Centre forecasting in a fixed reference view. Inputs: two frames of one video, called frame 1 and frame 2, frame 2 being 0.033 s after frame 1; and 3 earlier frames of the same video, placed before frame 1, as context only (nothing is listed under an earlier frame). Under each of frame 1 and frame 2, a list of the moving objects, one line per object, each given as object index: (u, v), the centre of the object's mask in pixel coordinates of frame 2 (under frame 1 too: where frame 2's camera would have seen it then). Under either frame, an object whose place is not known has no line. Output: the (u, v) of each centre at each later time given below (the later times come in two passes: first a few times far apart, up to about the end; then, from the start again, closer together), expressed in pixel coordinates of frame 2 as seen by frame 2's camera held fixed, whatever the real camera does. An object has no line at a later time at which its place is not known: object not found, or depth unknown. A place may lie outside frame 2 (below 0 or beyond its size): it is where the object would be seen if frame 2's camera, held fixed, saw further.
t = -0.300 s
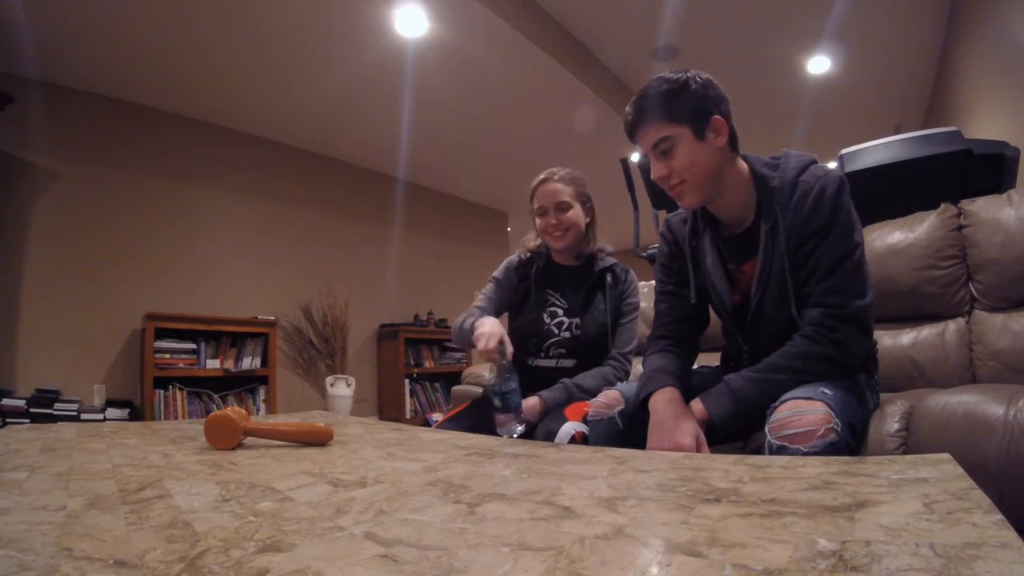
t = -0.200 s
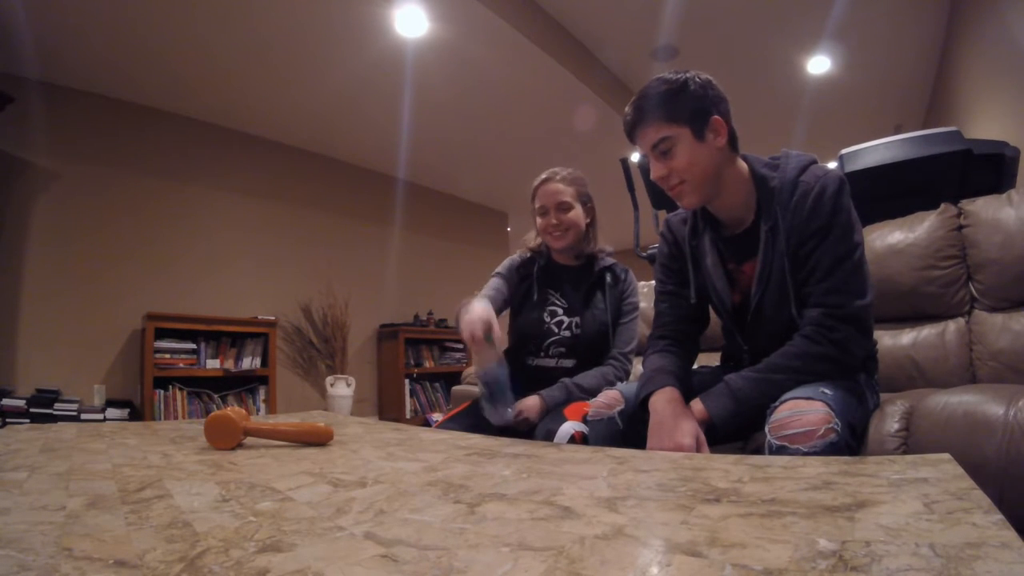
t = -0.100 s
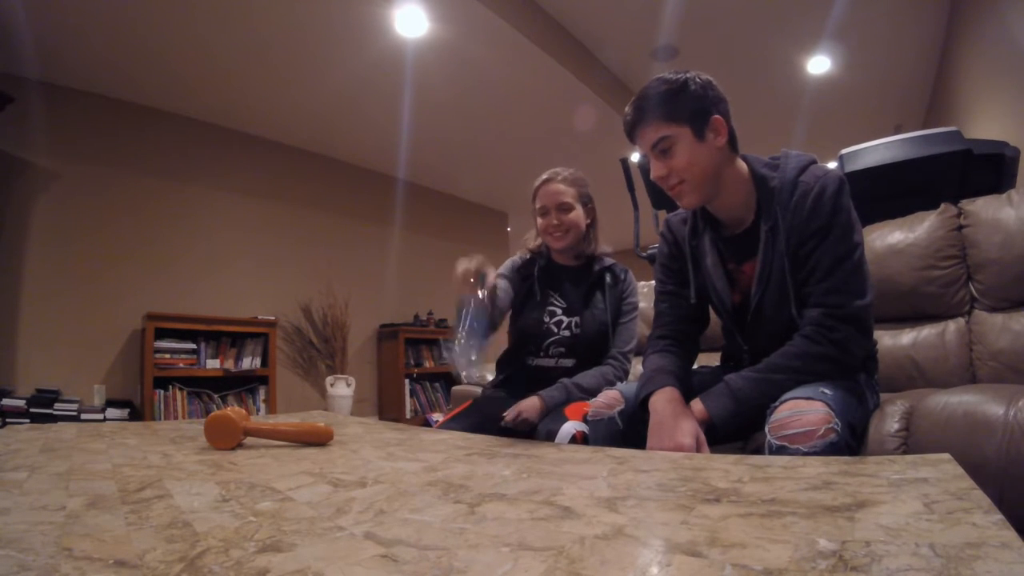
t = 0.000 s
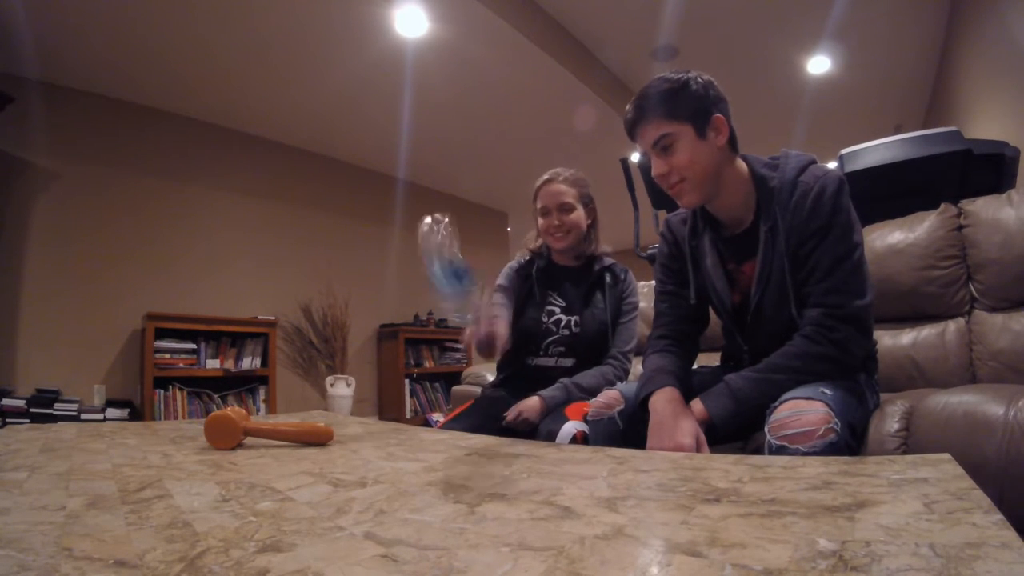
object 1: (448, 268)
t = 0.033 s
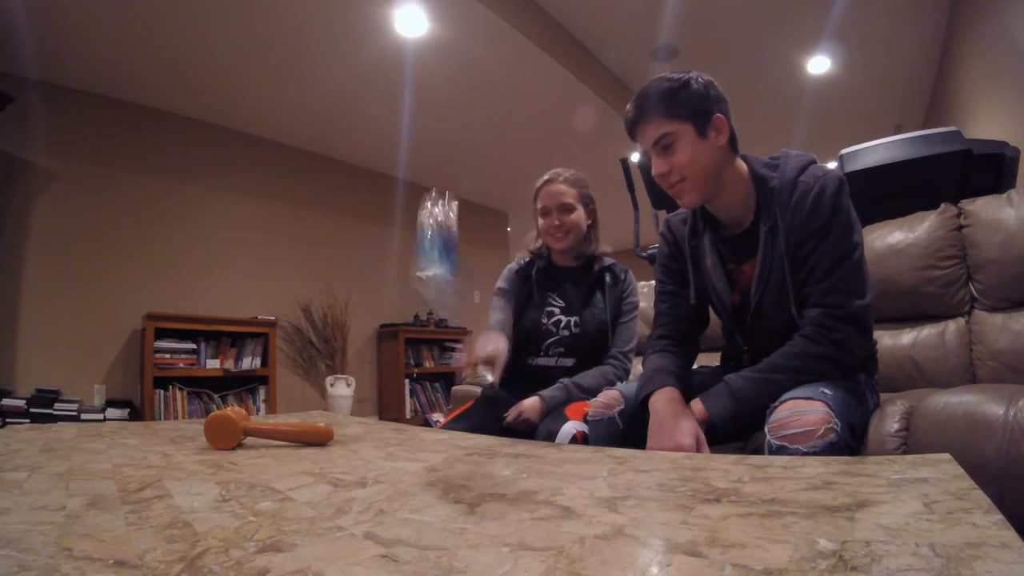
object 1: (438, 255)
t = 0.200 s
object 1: (391, 223)
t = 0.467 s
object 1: (322, 397)
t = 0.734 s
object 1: (318, 398)
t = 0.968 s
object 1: (319, 398)
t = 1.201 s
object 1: (319, 398)
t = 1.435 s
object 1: (319, 398)
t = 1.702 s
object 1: (319, 398)
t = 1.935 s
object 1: (319, 398)
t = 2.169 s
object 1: (319, 398)
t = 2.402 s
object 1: (319, 398)
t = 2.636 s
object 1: (319, 398)
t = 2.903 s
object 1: (319, 398)
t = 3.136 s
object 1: (319, 398)
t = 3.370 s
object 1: (319, 398)
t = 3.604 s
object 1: (319, 398)
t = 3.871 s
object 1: (319, 398)
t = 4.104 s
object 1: (319, 398)
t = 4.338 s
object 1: (319, 398)
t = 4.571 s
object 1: (319, 398)
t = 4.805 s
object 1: (319, 398)
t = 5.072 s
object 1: (319, 398)
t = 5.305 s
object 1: (319, 398)
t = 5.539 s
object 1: (319, 398)
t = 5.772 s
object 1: (319, 398)
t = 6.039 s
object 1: (319, 398)
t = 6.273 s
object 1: (319, 398)
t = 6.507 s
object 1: (319, 398)
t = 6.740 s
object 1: (319, 398)
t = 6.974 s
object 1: (319, 398)
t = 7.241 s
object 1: (319, 398)
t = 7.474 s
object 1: (319, 398)
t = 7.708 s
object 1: (319, 398)
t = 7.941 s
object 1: (319, 398)
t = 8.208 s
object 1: (319, 398)
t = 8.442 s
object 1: (319, 398)
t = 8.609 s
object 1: (319, 398)
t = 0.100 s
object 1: (414, 219)
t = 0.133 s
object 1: (406, 210)
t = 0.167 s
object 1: (399, 212)
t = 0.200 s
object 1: (391, 223)
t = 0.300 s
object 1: (361, 320)
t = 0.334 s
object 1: (347, 380)
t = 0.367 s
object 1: (337, 396)
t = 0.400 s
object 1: (332, 398)
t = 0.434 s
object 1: (326, 396)
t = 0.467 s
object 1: (322, 397)
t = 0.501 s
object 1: (319, 396)
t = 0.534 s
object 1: (316, 396)
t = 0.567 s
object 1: (315, 397)
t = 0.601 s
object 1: (318, 398)
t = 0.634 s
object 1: (318, 398)
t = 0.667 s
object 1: (318, 398)
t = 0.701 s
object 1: (319, 398)
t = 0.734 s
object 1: (318, 398)
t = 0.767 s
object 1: (318, 398)
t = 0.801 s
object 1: (319, 398)
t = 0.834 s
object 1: (319, 398)
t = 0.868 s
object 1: (319, 398)
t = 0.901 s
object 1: (319, 398)
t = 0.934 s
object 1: (319, 398)
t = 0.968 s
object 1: (319, 398)
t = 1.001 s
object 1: (319, 398)
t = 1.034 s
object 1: (319, 398)
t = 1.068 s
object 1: (319, 398)
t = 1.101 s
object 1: (319, 398)
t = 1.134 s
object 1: (319, 398)
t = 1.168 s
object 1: (319, 398)
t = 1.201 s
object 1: (319, 398)
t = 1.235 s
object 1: (319, 398)
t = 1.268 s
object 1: (319, 398)
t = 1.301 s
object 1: (319, 398)
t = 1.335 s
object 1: (319, 398)
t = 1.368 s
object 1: (319, 398)
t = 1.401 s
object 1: (319, 398)
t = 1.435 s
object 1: (319, 398)
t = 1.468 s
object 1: (319, 398)
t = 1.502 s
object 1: (319, 398)
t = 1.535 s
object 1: (319, 398)
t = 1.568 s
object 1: (319, 398)
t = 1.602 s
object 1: (319, 398)
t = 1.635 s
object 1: (319, 398)
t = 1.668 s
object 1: (319, 398)
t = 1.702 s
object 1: (319, 398)
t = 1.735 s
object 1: (319, 398)
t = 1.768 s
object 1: (319, 398)
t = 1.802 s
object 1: (319, 398)
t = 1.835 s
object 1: (319, 398)
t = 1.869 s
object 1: (319, 398)
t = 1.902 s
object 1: (319, 398)
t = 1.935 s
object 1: (319, 398)
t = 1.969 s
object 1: (319, 398)
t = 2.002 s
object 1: (319, 398)
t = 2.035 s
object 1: (319, 398)
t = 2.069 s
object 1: (319, 398)
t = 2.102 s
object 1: (319, 398)
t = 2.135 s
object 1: (319, 398)
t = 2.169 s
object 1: (319, 398)
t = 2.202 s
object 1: (319, 398)
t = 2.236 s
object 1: (319, 398)
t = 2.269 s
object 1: (319, 398)
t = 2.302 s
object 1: (319, 398)
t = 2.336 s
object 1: (319, 398)
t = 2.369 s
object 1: (319, 398)
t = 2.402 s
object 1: (319, 398)
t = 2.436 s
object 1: (319, 398)
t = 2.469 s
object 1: (319, 398)
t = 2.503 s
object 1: (319, 398)
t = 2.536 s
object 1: (319, 398)
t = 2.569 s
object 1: (319, 398)
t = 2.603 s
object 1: (319, 398)
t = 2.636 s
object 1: (319, 398)
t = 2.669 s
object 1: (319, 398)
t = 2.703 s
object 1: (319, 398)
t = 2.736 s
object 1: (319, 398)
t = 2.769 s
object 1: (319, 398)
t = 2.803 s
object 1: (319, 398)
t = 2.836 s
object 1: (319, 398)
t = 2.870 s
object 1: (319, 398)
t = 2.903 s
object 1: (319, 398)
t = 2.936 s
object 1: (319, 398)
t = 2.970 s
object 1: (319, 398)
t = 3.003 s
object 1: (319, 398)
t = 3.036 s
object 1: (319, 398)
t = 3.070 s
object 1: (319, 398)
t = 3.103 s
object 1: (319, 398)
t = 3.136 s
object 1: (319, 398)
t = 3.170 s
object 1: (319, 398)
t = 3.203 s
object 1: (319, 398)
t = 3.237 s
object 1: (319, 398)
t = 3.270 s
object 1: (319, 398)
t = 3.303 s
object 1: (319, 398)
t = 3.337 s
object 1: (319, 398)
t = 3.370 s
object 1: (319, 398)
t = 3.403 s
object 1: (319, 398)
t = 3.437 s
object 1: (319, 398)
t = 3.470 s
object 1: (319, 398)
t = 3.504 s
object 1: (319, 398)
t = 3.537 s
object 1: (319, 398)
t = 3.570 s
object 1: (319, 398)
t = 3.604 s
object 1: (319, 398)
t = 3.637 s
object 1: (319, 398)
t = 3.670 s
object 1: (319, 398)
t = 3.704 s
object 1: (319, 398)
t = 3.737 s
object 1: (319, 398)
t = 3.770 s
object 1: (319, 398)
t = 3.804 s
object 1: (319, 398)
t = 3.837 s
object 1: (319, 398)
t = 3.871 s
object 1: (319, 398)
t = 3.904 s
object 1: (319, 398)
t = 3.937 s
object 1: (319, 398)
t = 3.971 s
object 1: (319, 398)
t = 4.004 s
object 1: (319, 398)
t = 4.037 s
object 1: (319, 398)
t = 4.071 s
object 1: (319, 398)
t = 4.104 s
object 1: (319, 398)
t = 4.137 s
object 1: (319, 398)
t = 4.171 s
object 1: (319, 398)
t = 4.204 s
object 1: (319, 398)
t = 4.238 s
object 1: (319, 398)
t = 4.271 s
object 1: (319, 398)
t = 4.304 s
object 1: (319, 398)
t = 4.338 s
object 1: (319, 398)
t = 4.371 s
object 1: (319, 398)
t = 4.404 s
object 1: (319, 398)
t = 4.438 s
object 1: (319, 398)
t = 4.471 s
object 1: (319, 398)
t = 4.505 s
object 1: (319, 398)
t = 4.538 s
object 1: (319, 398)
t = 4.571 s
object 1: (319, 398)
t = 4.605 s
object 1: (319, 398)
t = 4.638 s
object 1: (319, 398)
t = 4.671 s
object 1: (319, 398)
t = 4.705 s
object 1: (319, 398)
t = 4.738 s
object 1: (319, 398)
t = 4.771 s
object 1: (319, 398)
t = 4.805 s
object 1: (319, 398)
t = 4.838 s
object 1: (319, 398)
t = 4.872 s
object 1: (319, 398)
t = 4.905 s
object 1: (319, 398)
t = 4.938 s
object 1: (319, 398)
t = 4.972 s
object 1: (319, 398)
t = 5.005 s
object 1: (319, 398)
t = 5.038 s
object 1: (319, 398)
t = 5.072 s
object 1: (319, 398)
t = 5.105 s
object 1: (319, 398)
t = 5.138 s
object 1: (319, 398)
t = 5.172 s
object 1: (319, 398)
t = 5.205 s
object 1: (319, 398)
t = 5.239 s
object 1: (319, 398)
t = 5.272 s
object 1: (319, 398)
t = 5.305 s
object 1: (319, 398)
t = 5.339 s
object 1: (319, 398)
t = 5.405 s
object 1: (319, 398)
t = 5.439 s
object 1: (319, 398)
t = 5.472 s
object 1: (319, 398)
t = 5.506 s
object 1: (319, 398)
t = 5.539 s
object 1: (319, 398)
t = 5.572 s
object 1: (319, 398)
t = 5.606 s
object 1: (319, 398)
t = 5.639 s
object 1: (319, 398)
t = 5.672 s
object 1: (319, 398)
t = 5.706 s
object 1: (319, 398)
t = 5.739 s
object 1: (319, 398)
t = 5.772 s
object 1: (319, 398)
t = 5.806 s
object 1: (319, 398)
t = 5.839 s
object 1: (319, 398)
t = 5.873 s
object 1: (319, 398)
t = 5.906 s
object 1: (319, 398)
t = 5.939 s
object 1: (319, 398)
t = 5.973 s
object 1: (319, 398)
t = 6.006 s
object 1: (319, 398)
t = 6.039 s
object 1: (319, 398)
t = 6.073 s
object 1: (319, 398)
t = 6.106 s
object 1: (319, 398)
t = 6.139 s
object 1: (319, 398)
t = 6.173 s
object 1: (319, 398)
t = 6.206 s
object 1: (319, 398)
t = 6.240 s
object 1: (319, 398)
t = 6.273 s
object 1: (319, 398)
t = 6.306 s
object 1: (319, 398)
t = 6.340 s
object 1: (319, 398)
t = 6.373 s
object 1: (319, 398)
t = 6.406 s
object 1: (319, 398)
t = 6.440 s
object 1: (319, 398)
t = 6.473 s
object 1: (319, 398)
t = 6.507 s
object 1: (319, 398)
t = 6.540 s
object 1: (319, 398)
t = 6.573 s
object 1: (319, 398)
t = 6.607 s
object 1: (319, 398)
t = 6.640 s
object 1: (319, 398)
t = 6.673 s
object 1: (319, 398)
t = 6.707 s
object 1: (319, 398)
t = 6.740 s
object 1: (319, 398)
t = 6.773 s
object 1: (319, 398)
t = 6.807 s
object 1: (319, 398)
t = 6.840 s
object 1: (319, 398)
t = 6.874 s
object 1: (319, 398)
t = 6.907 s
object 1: (319, 398)
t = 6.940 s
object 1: (319, 398)
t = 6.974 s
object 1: (319, 398)
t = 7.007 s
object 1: (319, 398)
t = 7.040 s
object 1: (319, 398)
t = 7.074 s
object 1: (319, 398)
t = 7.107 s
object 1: (319, 398)
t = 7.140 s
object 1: (319, 398)
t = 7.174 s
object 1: (319, 398)
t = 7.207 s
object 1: (319, 398)
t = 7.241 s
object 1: (319, 398)
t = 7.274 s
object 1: (319, 398)
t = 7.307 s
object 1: (319, 398)
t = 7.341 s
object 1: (319, 398)
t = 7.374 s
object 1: (319, 398)
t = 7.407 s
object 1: (319, 398)
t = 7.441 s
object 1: (319, 398)
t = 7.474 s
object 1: (319, 398)
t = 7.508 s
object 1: (319, 398)
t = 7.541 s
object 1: (319, 398)
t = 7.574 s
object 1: (319, 398)
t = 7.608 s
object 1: (319, 398)
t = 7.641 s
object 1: (319, 398)
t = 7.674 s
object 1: (319, 398)
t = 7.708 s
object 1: (319, 398)
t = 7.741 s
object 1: (319, 398)
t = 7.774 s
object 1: (319, 398)
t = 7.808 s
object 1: (319, 398)
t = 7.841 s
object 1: (319, 398)
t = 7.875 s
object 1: (319, 398)
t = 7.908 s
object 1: (319, 398)
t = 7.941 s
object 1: (319, 398)
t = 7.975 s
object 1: (319, 398)
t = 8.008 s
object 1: (319, 398)
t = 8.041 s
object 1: (319, 398)
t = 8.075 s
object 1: (319, 398)
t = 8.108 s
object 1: (319, 398)
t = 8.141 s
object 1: (319, 398)
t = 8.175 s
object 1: (319, 398)
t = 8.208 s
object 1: (319, 398)
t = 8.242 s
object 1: (319, 398)
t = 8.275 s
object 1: (319, 398)
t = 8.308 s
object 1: (319, 398)
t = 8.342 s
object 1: (319, 398)
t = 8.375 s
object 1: (319, 398)
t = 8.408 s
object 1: (319, 398)
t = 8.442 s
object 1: (319, 398)
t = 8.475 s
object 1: (319, 398)
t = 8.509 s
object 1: (319, 398)
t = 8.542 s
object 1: (319, 398)
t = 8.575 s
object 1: (319, 398)
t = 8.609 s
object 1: (319, 398)
